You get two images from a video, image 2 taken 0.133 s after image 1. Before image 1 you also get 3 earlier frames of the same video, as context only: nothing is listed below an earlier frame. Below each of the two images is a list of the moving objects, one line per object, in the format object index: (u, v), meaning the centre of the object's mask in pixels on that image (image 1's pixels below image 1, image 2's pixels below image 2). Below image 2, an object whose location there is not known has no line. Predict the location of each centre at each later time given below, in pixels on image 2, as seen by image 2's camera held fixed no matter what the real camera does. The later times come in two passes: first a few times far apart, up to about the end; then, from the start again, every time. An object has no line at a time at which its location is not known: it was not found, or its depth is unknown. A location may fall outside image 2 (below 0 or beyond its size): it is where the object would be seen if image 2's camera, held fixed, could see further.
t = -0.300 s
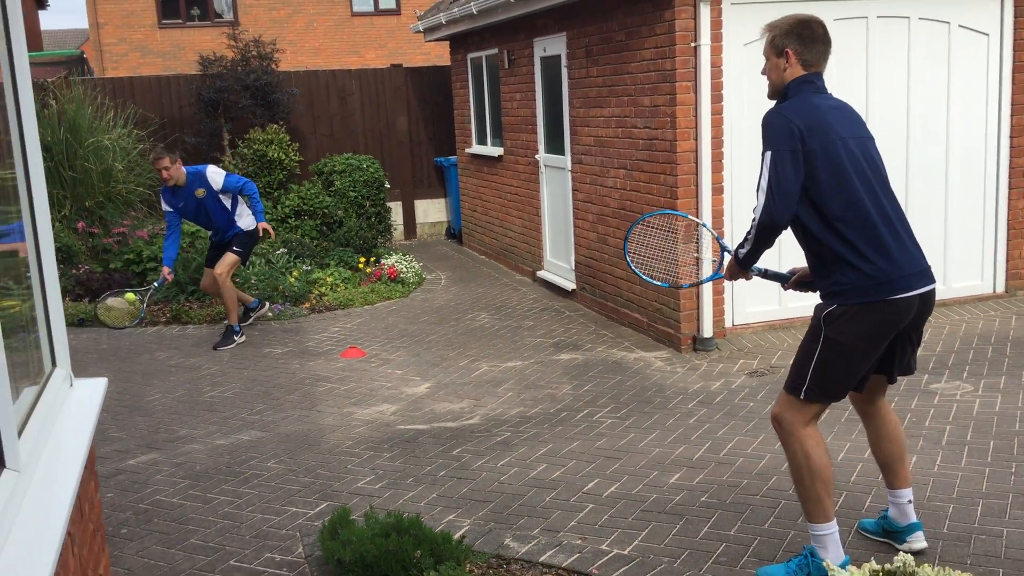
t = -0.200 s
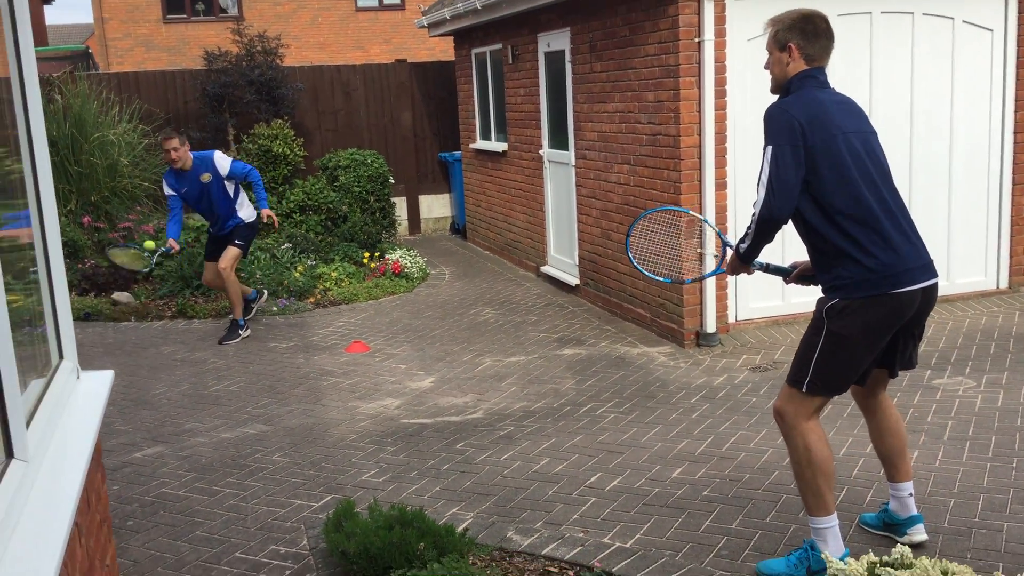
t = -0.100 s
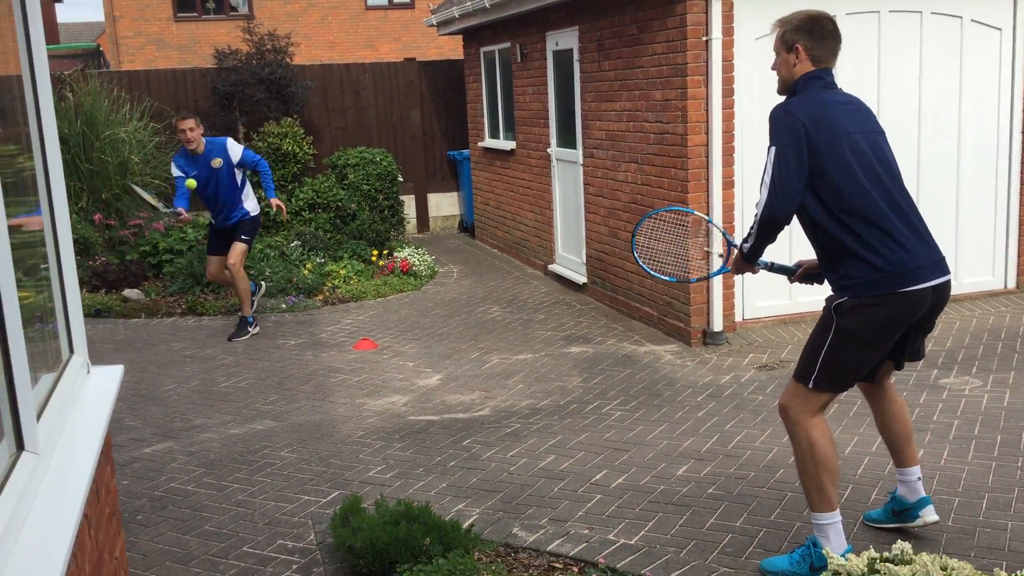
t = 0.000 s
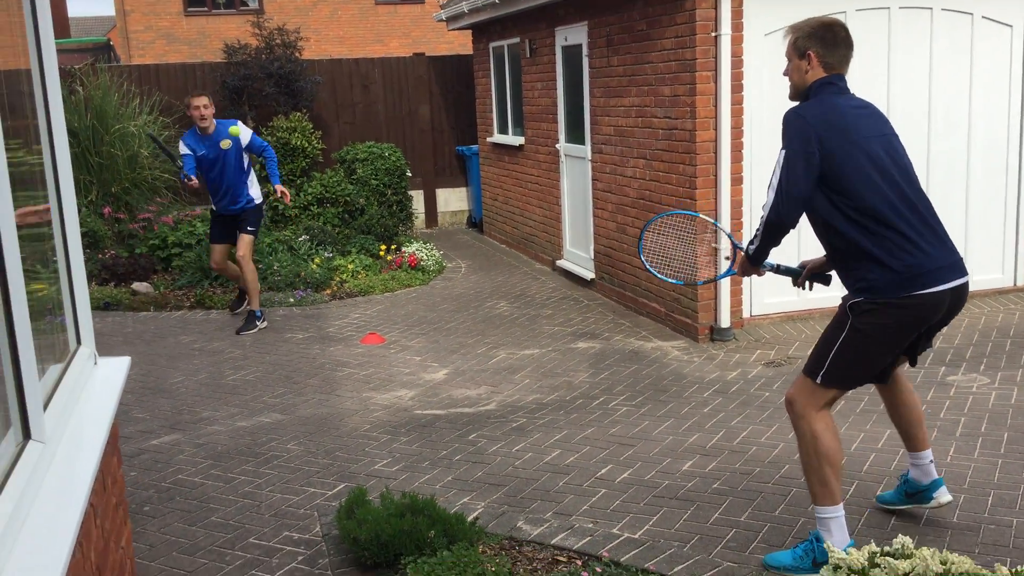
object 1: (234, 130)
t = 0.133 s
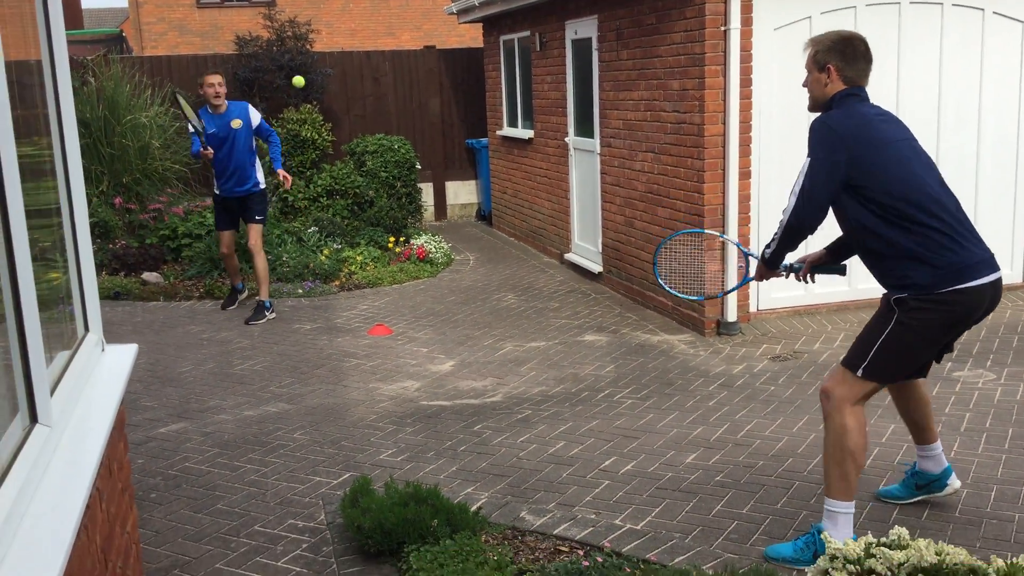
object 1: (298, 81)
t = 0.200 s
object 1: (328, 71)
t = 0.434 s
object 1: (451, 104)
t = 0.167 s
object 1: (313, 75)
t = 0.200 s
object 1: (328, 71)
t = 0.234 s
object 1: (345, 69)
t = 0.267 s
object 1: (361, 69)
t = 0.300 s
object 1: (378, 72)
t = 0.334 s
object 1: (395, 76)
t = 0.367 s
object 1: (413, 83)
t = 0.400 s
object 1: (432, 93)
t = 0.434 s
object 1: (451, 104)
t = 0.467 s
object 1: (470, 119)
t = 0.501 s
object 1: (491, 136)
